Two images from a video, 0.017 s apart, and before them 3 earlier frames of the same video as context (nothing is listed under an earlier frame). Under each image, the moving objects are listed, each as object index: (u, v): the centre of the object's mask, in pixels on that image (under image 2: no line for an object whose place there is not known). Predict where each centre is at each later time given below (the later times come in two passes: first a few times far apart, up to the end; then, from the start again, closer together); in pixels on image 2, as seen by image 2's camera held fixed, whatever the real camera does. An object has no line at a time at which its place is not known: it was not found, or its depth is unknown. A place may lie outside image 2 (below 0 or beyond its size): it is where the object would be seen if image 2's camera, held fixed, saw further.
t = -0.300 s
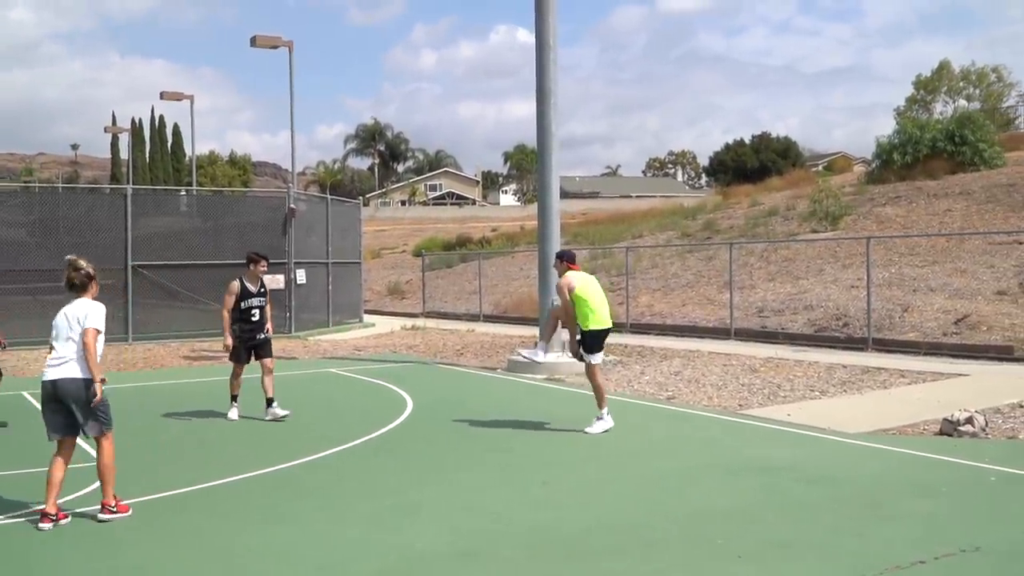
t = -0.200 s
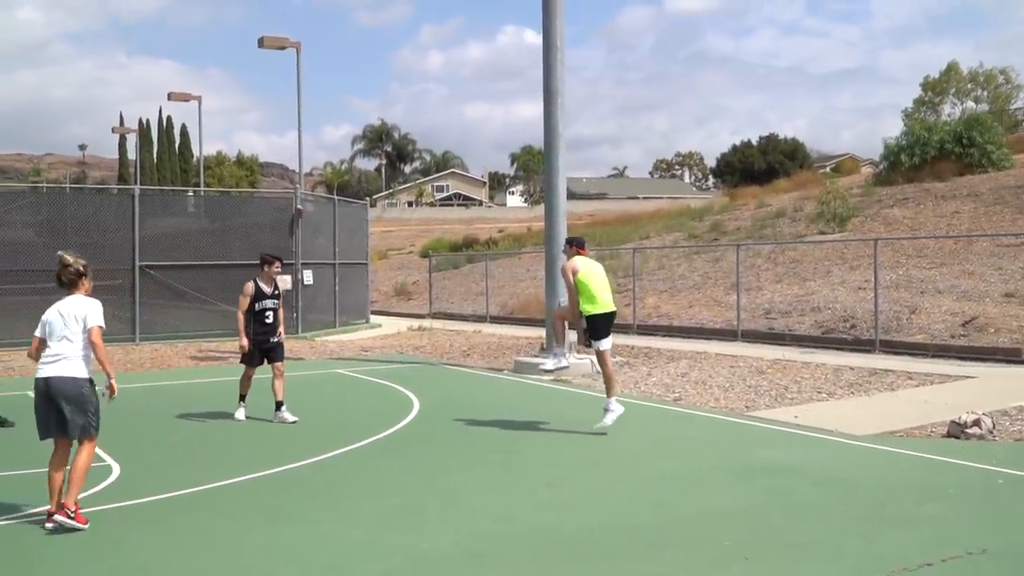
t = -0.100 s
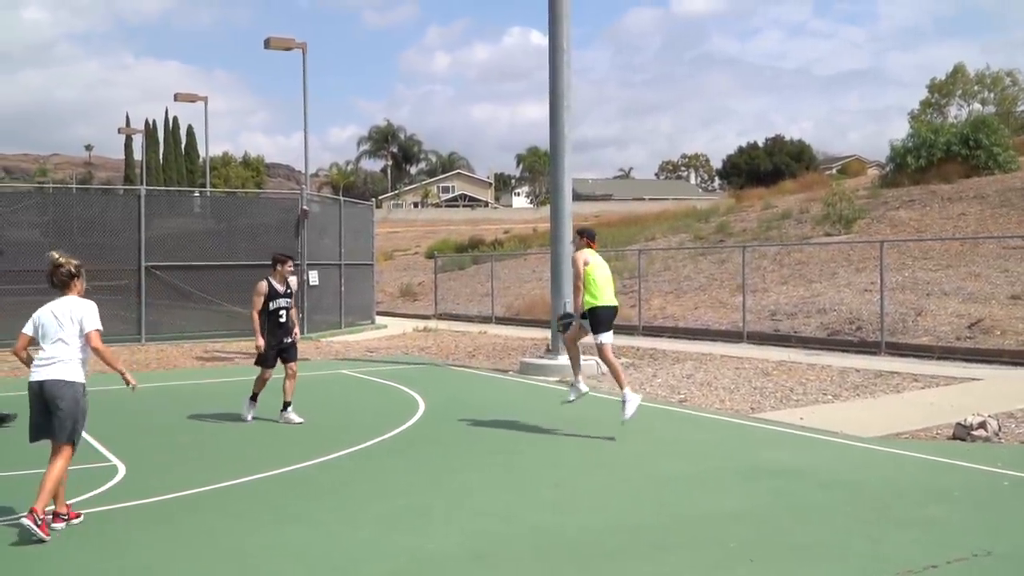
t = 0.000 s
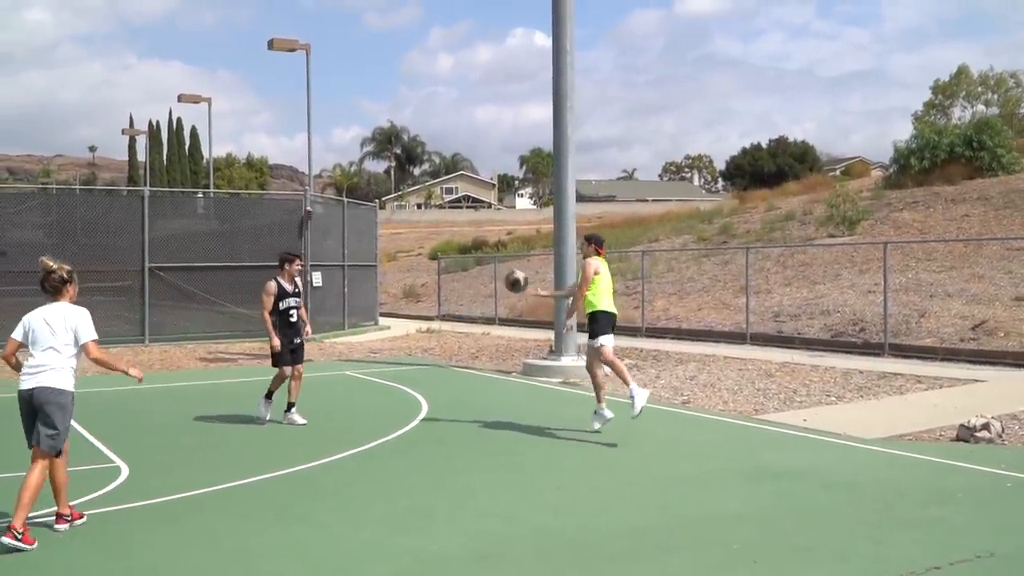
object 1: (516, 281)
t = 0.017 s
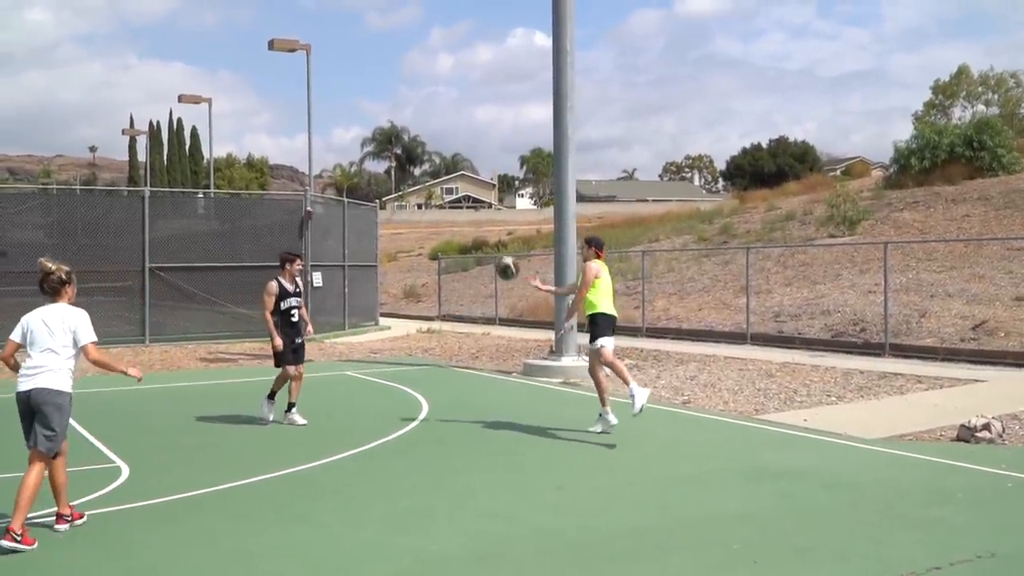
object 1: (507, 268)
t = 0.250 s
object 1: (378, 117)
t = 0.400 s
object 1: (297, 49)
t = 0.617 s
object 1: (181, -7)
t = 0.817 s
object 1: (78, -18)
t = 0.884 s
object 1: (43, -14)
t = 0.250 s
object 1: (378, 117)
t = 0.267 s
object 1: (369, 108)
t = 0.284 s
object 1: (360, 100)
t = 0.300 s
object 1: (351, 92)
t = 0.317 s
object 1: (341, 84)
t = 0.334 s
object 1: (332, 76)
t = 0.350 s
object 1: (323, 69)
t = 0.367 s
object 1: (314, 63)
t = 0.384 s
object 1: (305, 56)
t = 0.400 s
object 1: (297, 49)
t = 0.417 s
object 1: (287, 43)
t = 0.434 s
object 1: (277, 38)
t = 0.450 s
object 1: (269, 32)
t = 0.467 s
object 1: (260, 27)
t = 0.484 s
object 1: (251, 22)
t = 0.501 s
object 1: (243, 17)
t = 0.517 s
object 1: (234, 13)
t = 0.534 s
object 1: (225, 9)
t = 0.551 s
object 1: (216, 6)
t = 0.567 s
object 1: (207, 2)
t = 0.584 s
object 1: (199, -2)
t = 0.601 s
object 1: (190, -5)
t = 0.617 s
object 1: (181, -7)
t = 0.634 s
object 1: (172, -10)
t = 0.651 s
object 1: (164, -12)
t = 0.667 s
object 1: (155, -14)
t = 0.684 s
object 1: (146, -16)
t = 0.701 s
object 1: (138, -17)
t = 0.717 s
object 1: (129, -18)
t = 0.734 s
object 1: (121, -19)
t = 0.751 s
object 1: (112, -20)
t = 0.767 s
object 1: (104, -20)
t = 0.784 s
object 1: (95, -20)
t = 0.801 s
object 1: (86, -19)
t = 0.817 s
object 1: (78, -18)
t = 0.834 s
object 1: (69, -18)
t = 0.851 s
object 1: (60, -17)
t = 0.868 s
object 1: (52, -16)
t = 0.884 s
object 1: (43, -14)
